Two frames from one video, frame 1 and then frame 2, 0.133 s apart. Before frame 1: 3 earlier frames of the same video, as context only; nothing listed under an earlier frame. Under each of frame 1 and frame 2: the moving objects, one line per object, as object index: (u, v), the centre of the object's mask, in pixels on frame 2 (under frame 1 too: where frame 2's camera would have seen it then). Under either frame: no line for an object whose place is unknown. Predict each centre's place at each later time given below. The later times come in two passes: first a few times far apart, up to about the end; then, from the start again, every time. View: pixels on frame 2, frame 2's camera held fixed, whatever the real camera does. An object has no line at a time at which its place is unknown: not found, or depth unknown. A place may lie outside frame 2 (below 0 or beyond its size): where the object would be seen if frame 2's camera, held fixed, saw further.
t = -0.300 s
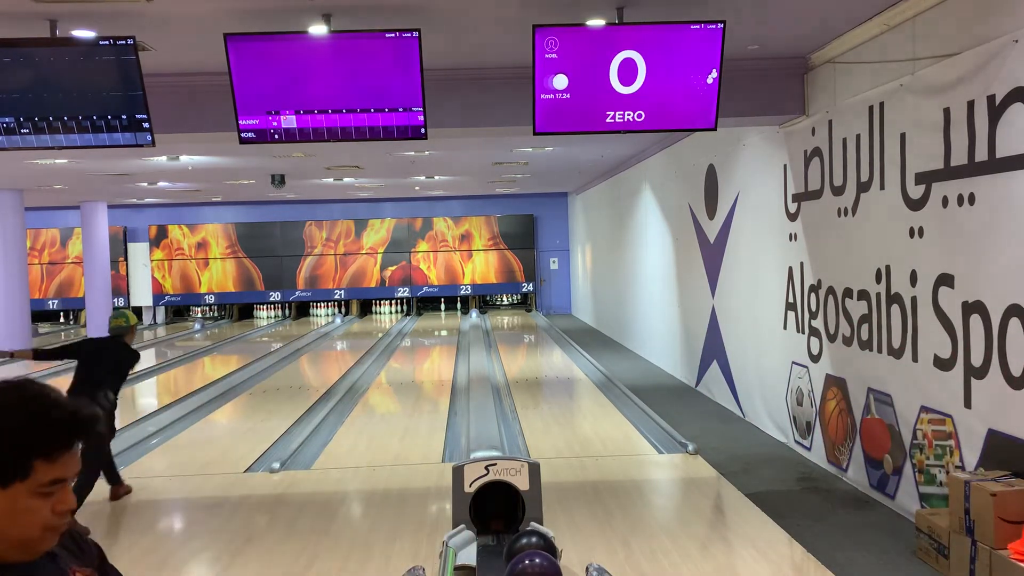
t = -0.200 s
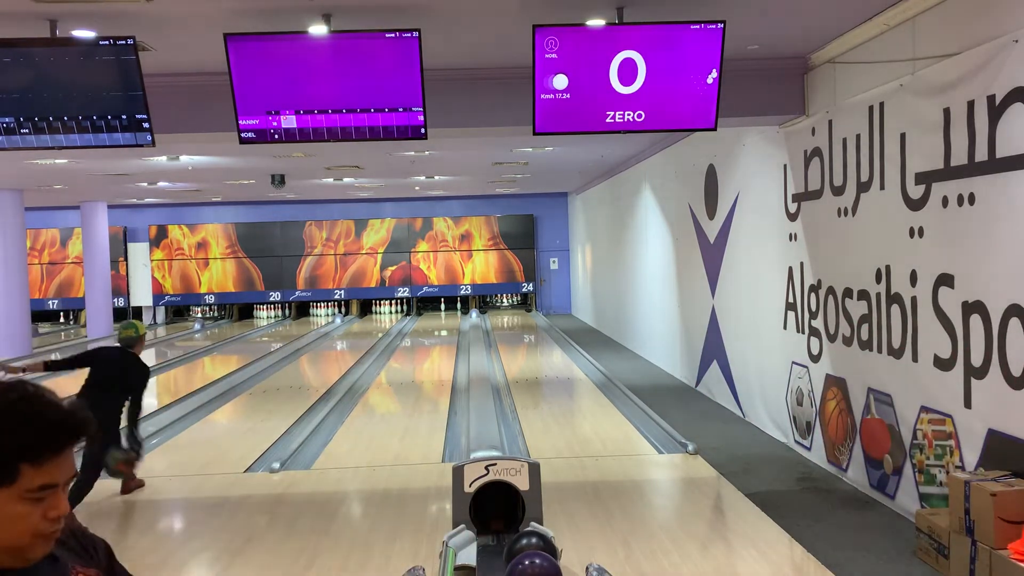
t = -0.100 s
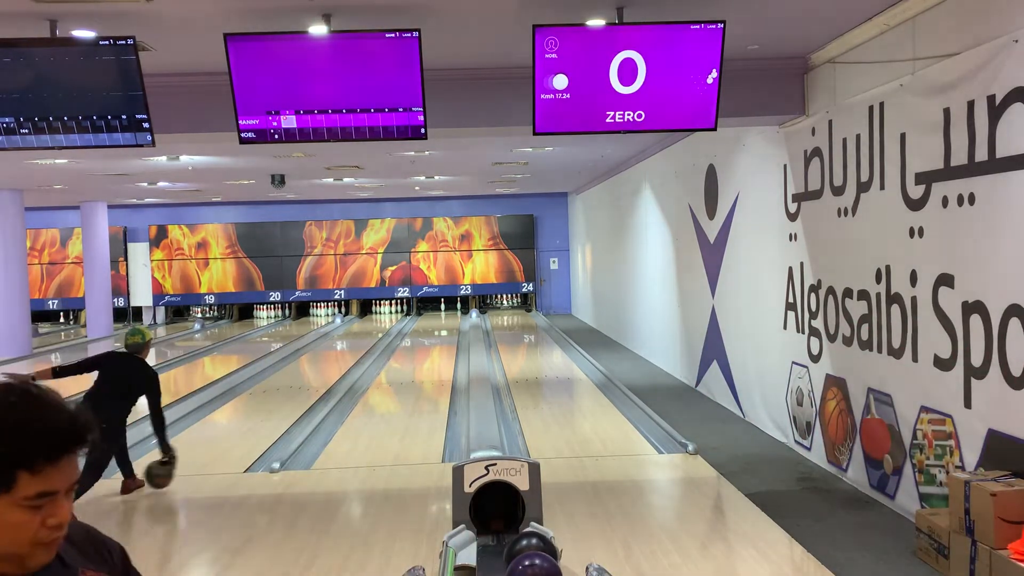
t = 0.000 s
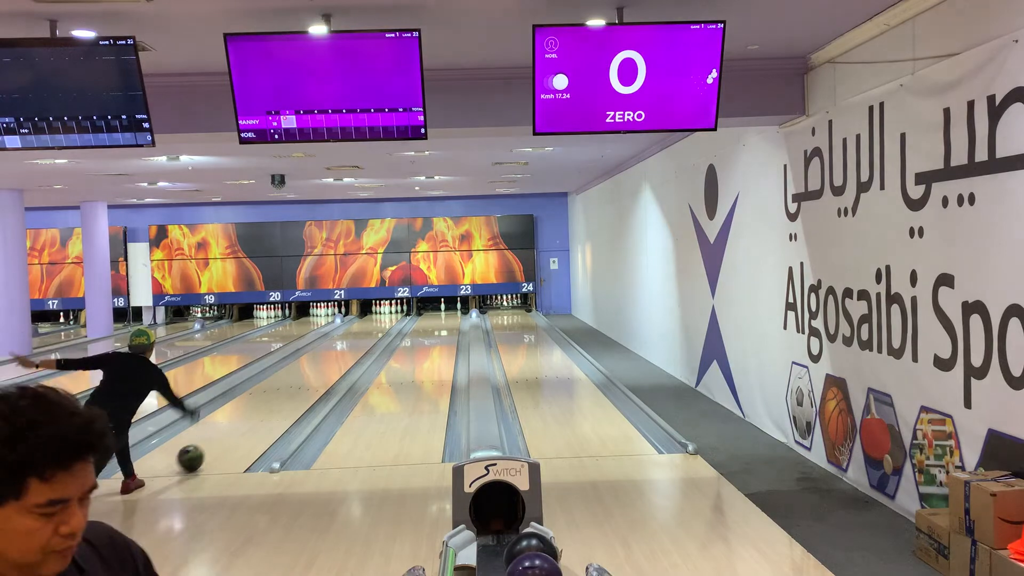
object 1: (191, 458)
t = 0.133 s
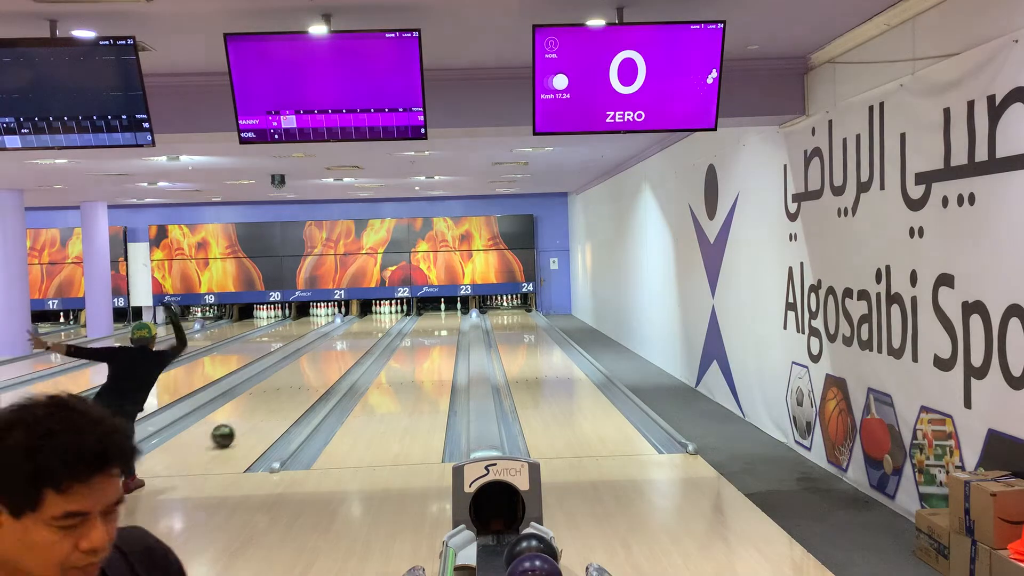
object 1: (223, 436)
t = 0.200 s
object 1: (236, 426)
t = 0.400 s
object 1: (270, 403)
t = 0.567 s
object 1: (292, 388)
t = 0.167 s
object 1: (230, 431)
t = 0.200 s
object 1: (236, 426)
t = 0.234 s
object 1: (243, 422)
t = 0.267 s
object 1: (249, 418)
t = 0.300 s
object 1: (254, 414)
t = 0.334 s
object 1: (260, 410)
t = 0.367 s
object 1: (265, 406)
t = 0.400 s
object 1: (270, 403)
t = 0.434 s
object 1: (275, 400)
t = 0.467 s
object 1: (280, 397)
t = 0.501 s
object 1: (284, 394)
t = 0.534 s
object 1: (288, 391)
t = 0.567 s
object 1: (292, 388)
